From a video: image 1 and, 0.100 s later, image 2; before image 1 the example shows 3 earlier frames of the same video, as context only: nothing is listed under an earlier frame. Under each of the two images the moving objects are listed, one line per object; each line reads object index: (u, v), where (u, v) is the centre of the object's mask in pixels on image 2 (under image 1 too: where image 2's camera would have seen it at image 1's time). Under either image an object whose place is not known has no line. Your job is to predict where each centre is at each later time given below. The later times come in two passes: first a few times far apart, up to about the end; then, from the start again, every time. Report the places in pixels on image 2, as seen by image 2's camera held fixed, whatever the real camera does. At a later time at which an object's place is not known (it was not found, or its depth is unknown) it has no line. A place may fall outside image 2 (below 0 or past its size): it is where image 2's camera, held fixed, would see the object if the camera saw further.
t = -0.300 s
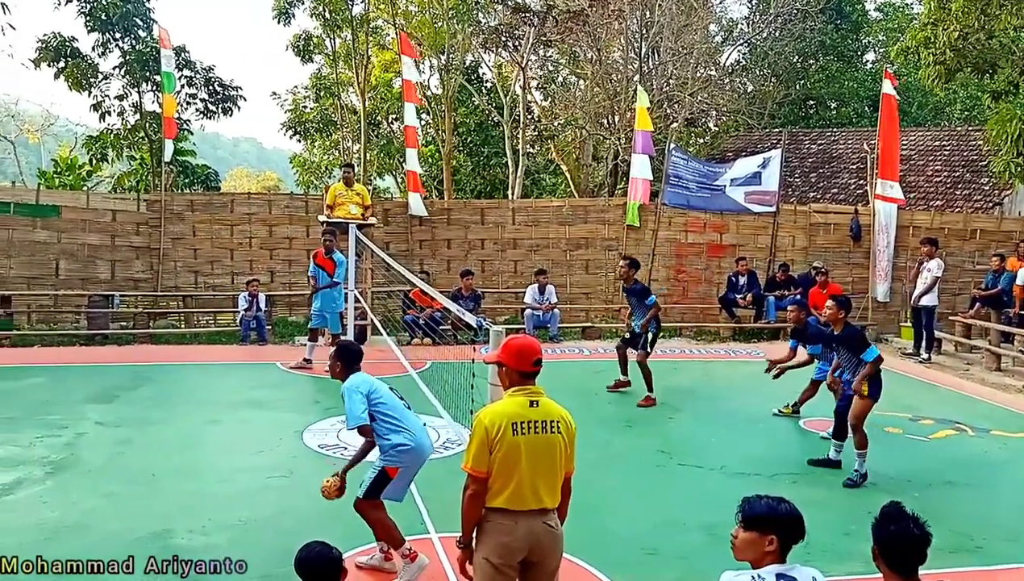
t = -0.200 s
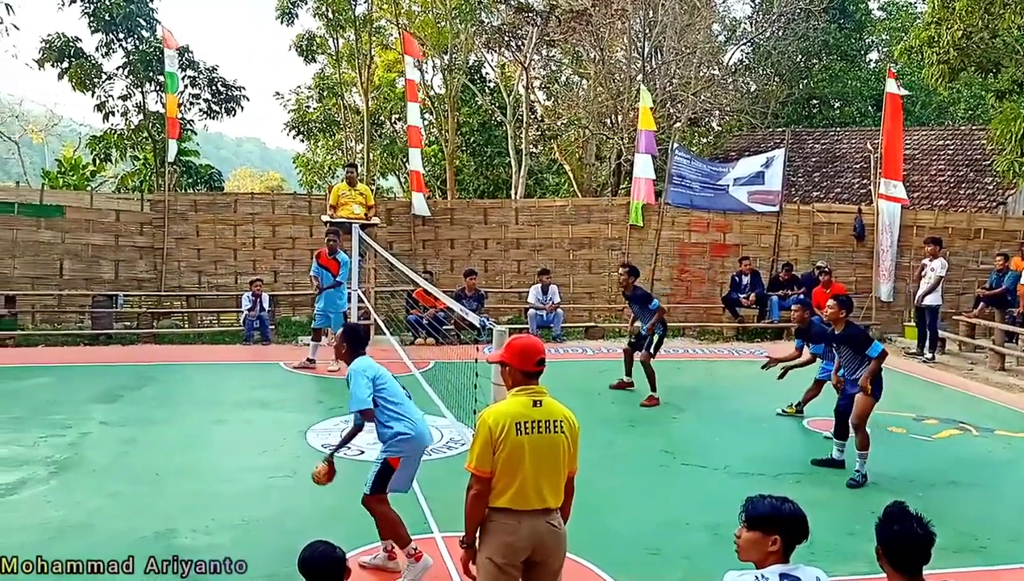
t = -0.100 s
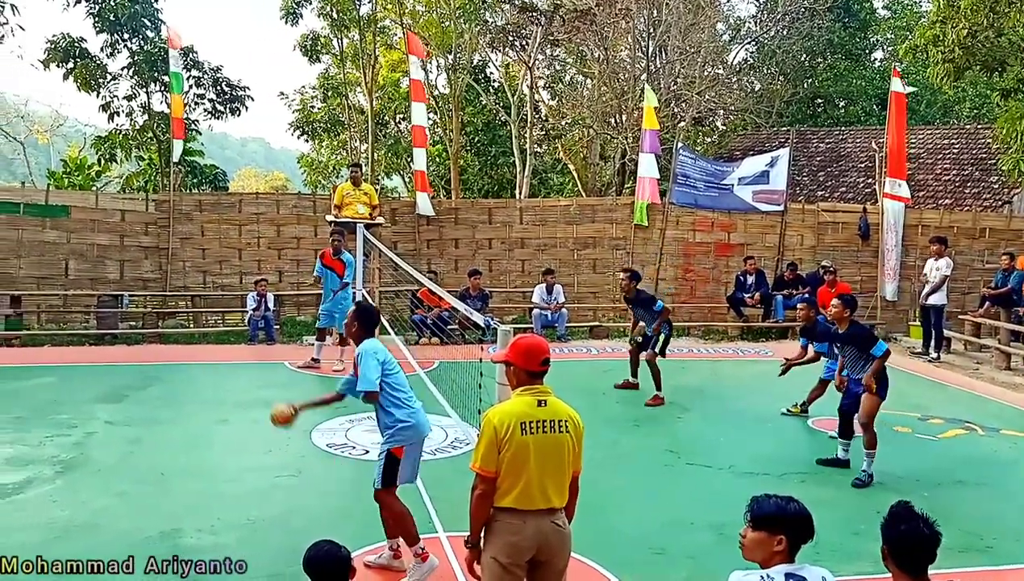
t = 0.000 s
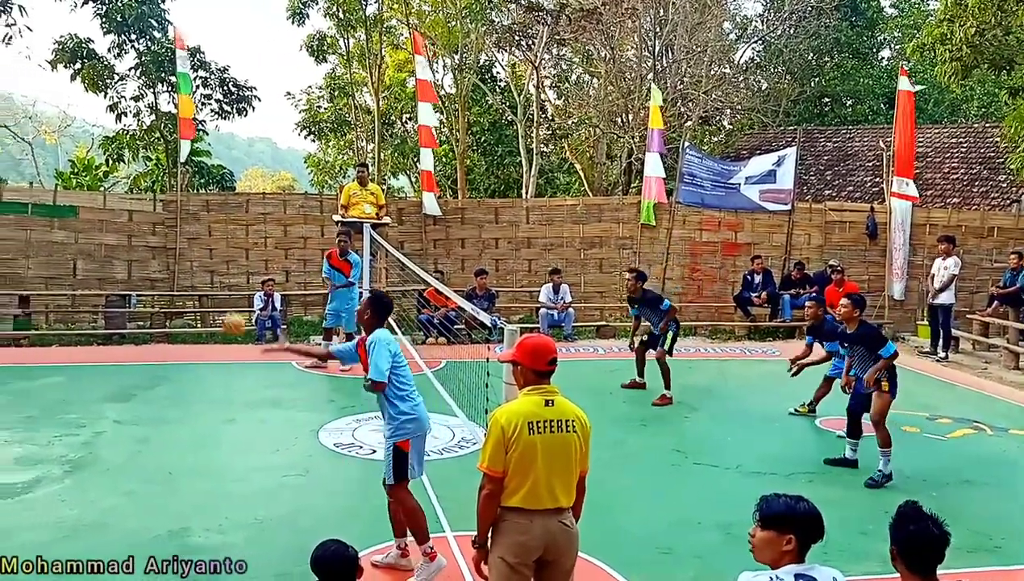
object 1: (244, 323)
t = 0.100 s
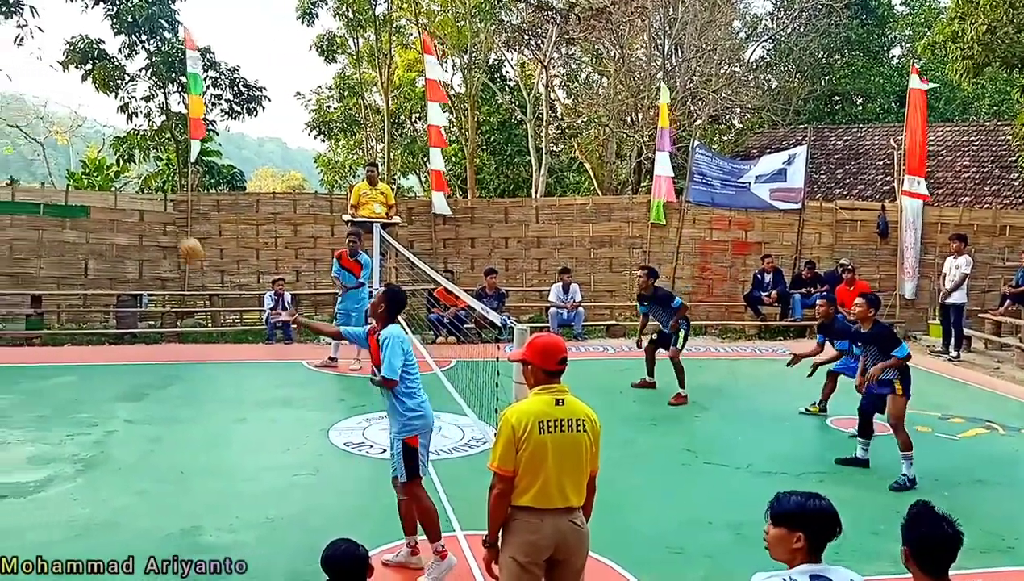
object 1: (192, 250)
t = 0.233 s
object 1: (121, 177)
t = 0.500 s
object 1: (-7, 123)
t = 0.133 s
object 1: (174, 228)
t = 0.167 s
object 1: (157, 212)
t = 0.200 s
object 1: (138, 192)
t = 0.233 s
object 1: (121, 177)
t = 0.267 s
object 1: (104, 164)
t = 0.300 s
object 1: (87, 153)
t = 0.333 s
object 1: (69, 143)
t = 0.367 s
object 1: (54, 135)
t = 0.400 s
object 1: (38, 129)
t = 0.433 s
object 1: (23, 125)
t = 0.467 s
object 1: (8, 123)
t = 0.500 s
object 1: (-7, 123)
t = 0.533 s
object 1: (-22, 125)
